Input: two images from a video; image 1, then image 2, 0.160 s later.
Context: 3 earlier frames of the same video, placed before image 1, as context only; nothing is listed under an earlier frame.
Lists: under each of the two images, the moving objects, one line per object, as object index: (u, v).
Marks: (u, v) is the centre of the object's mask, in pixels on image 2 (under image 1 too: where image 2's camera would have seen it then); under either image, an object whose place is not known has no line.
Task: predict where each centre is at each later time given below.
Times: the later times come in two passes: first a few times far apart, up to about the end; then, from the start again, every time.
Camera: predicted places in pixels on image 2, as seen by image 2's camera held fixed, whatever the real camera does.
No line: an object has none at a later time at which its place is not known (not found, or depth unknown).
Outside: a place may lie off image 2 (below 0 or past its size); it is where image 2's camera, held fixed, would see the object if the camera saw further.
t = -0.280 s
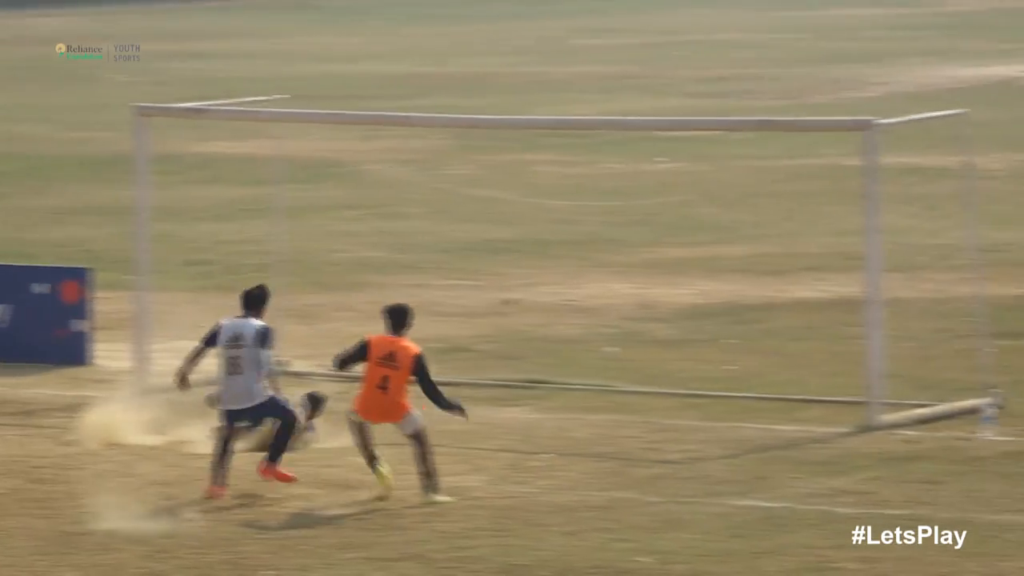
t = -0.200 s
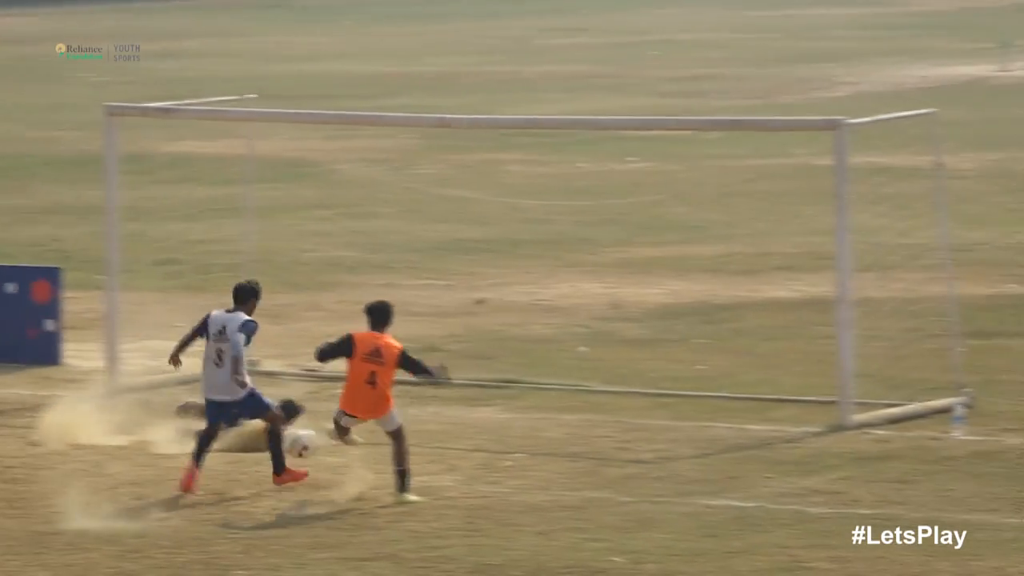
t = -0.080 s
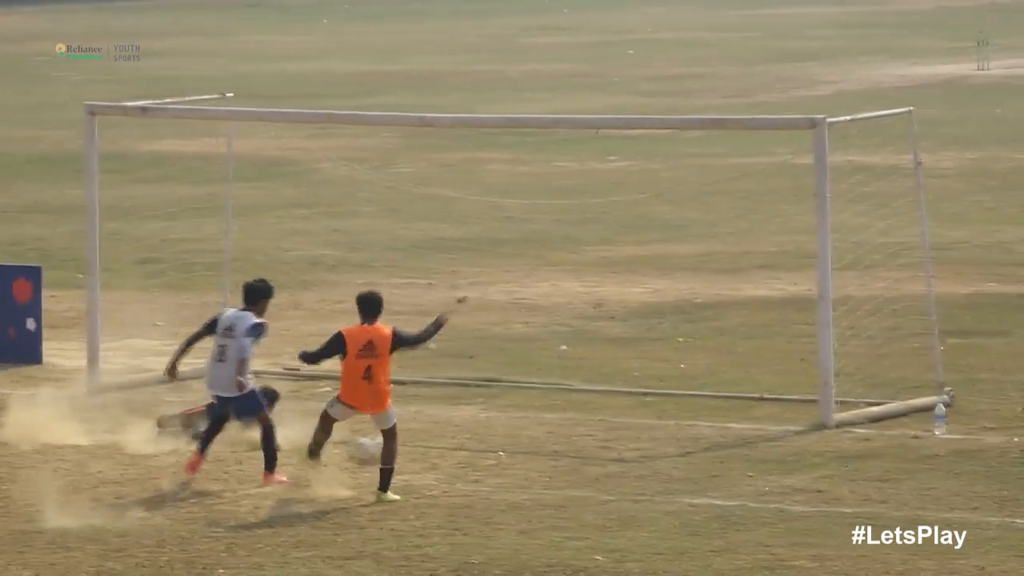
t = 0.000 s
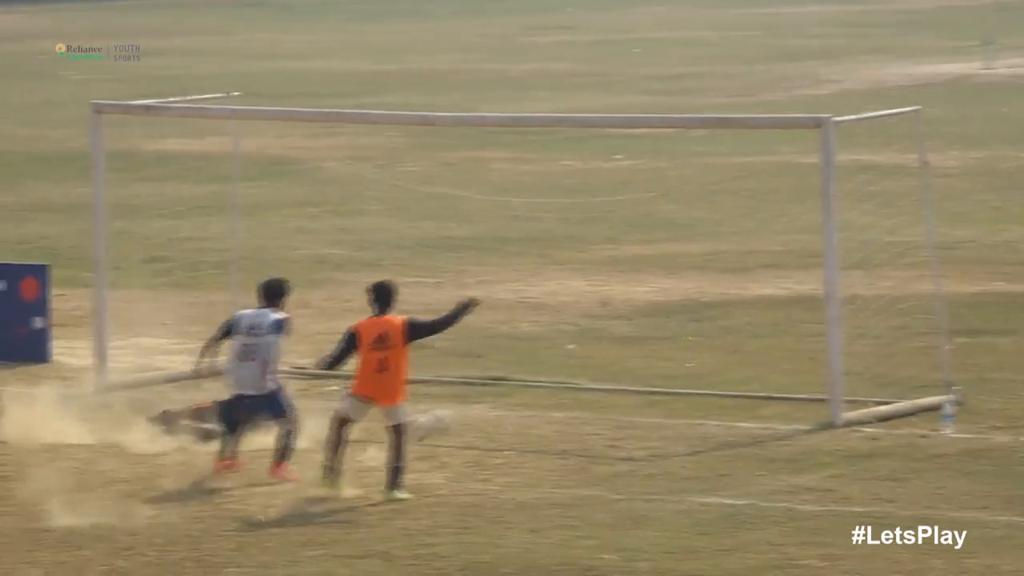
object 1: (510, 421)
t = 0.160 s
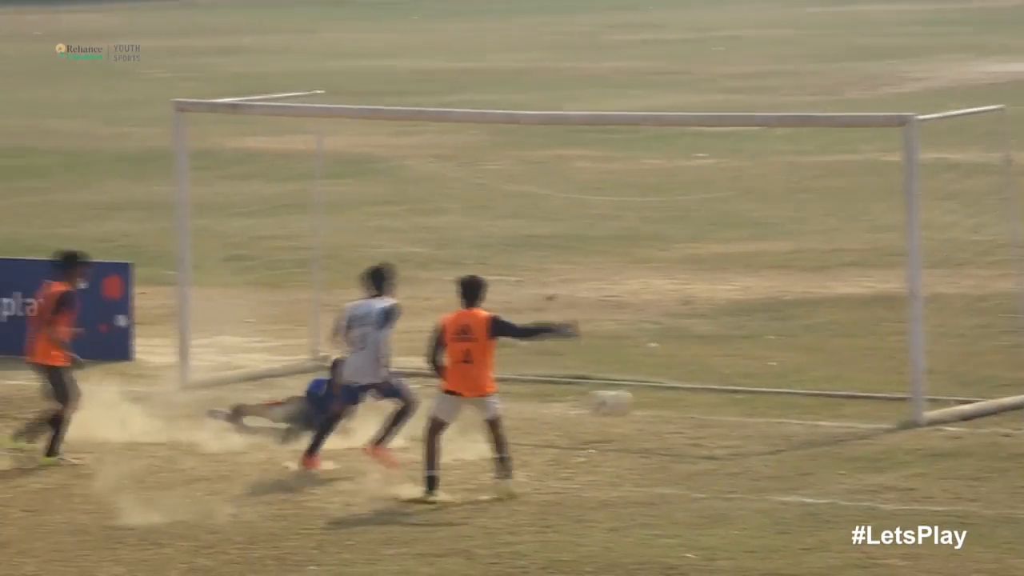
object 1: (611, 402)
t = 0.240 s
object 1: (659, 404)
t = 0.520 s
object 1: (792, 355)
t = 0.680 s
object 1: (860, 350)
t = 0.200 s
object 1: (634, 402)
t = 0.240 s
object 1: (659, 404)
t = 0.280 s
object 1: (682, 410)
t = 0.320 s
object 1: (701, 408)
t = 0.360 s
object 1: (720, 393)
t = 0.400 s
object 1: (738, 378)
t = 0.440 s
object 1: (757, 367)
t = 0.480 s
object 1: (774, 361)
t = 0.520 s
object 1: (792, 355)
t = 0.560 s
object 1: (810, 351)
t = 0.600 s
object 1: (826, 350)
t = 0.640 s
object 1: (845, 349)
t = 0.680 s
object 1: (860, 350)
